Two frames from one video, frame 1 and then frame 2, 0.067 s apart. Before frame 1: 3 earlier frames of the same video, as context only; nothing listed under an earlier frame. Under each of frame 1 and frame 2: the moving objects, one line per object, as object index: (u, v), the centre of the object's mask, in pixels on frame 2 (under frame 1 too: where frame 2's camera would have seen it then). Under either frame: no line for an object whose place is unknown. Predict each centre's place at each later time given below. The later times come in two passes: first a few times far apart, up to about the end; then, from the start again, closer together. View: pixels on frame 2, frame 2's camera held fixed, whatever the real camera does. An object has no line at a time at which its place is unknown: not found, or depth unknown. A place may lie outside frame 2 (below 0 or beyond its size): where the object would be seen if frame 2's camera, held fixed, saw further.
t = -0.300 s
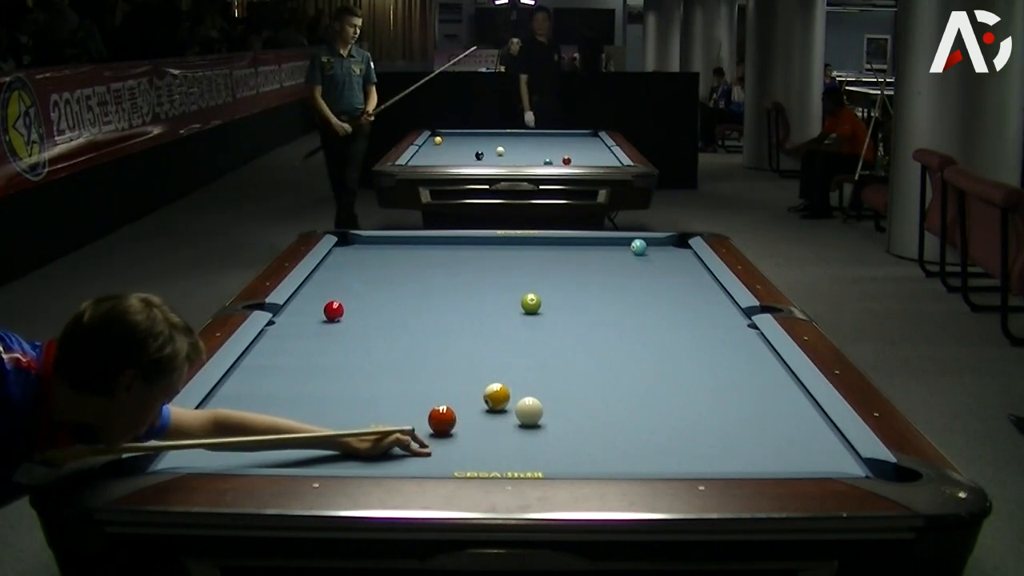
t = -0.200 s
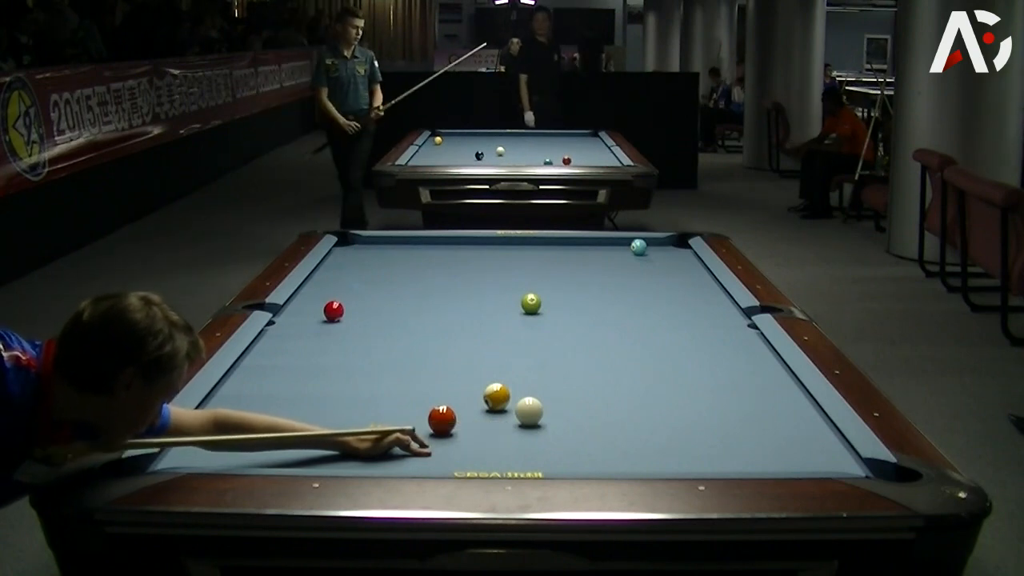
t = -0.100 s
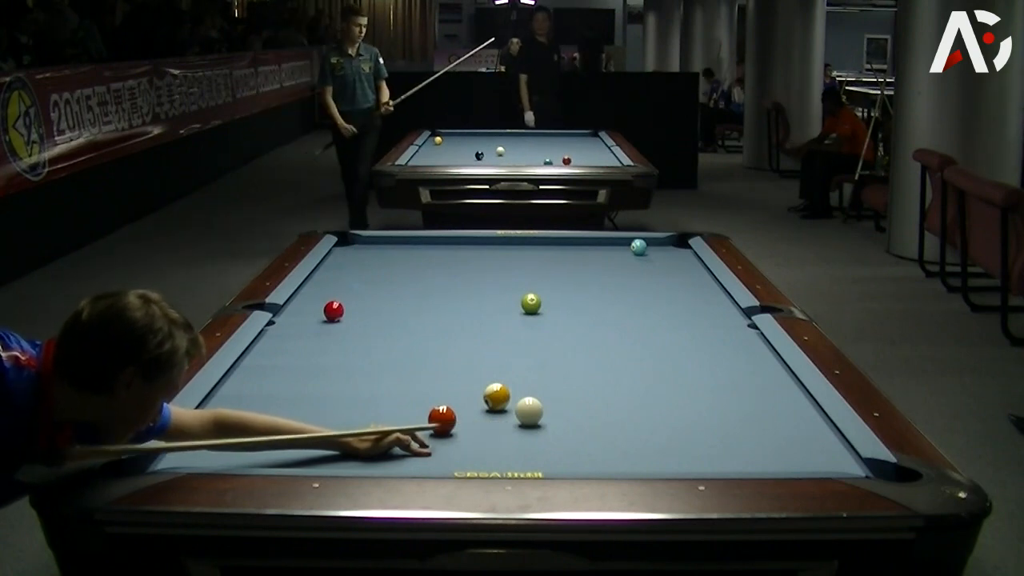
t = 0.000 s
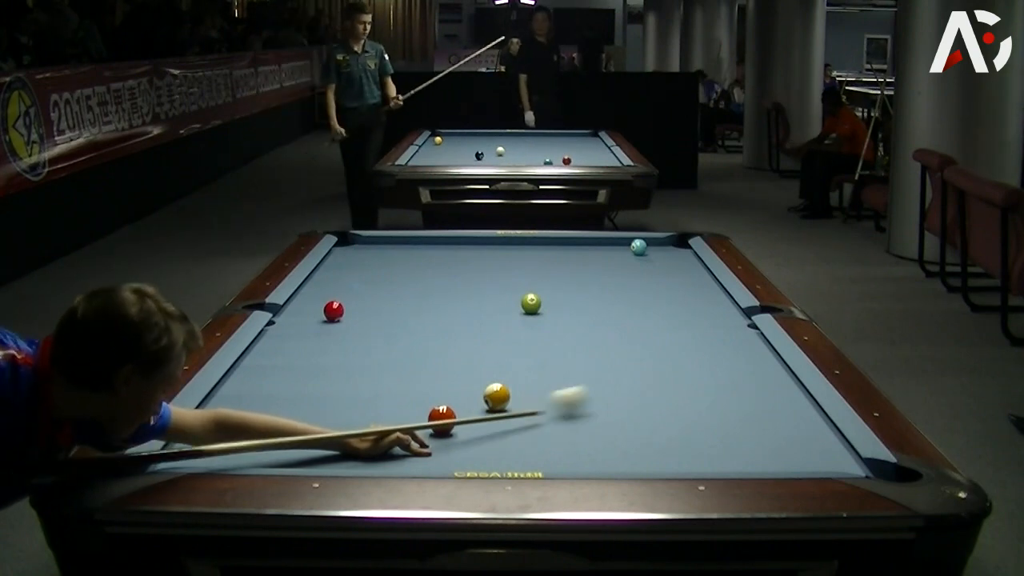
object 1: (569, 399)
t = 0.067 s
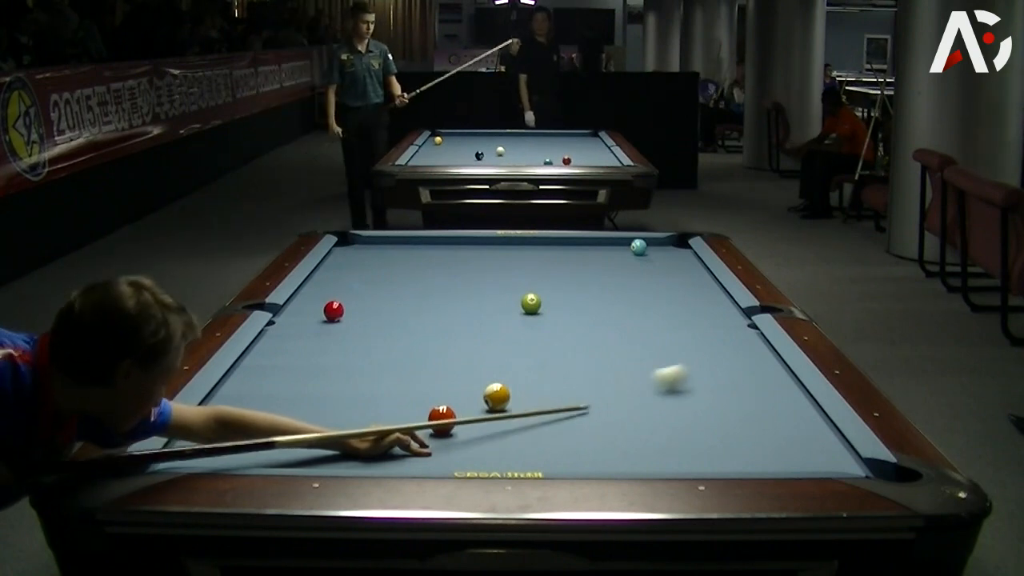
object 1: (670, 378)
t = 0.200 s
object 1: (713, 348)
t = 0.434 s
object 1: (504, 323)
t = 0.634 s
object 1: (374, 307)
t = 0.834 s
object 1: (320, 297)
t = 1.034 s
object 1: (390, 294)
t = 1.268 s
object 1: (451, 290)
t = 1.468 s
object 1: (501, 287)
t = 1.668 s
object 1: (548, 283)
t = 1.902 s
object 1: (600, 280)
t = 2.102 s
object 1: (642, 277)
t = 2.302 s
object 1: (682, 275)
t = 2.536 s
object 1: (688, 273)
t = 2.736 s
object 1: (667, 271)
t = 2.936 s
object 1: (647, 269)
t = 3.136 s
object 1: (627, 268)
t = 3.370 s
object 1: (607, 266)
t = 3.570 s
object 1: (590, 265)
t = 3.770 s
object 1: (575, 264)
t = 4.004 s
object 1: (558, 263)
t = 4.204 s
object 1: (544, 262)
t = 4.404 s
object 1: (532, 261)
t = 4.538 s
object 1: (524, 260)
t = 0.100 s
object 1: (715, 367)
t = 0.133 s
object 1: (755, 357)
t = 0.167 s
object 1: (750, 352)
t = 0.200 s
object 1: (713, 348)
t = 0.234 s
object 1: (680, 344)
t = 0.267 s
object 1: (647, 340)
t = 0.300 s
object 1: (616, 336)
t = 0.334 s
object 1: (586, 333)
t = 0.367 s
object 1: (558, 329)
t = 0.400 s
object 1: (531, 325)
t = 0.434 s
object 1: (504, 323)
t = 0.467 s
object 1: (481, 320)
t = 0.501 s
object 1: (457, 317)
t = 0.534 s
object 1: (435, 314)
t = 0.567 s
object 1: (414, 312)
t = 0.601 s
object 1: (393, 310)
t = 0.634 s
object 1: (374, 307)
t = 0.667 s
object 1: (356, 305)
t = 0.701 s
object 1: (339, 298)
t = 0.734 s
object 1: (319, 300)
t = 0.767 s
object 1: (303, 299)
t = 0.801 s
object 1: (306, 298)
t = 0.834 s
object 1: (320, 297)
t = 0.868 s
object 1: (335, 294)
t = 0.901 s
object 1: (348, 296)
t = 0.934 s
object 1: (360, 295)
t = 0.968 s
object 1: (370, 295)
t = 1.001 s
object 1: (381, 294)
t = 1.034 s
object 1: (390, 294)
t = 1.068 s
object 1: (399, 293)
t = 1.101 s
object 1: (408, 293)
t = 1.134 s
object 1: (417, 292)
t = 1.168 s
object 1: (425, 291)
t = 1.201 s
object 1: (434, 291)
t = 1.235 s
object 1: (443, 290)
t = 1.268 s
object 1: (451, 290)
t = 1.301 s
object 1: (459, 289)
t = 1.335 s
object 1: (468, 289)
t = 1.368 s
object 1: (476, 288)
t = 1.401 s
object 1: (484, 288)
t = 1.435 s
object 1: (492, 287)
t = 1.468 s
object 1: (501, 287)
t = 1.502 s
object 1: (509, 286)
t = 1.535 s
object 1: (516, 285)
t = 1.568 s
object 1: (524, 284)
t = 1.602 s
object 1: (532, 284)
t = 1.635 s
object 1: (540, 284)
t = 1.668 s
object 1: (548, 283)
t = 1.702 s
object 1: (556, 283)
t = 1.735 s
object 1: (563, 282)
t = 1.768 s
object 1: (570, 282)
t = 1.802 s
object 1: (578, 281)
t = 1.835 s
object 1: (585, 281)
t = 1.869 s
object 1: (592, 281)
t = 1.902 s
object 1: (600, 280)
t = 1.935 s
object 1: (607, 280)
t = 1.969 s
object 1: (614, 279)
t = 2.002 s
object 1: (621, 279)
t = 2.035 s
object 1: (628, 278)
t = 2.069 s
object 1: (635, 278)
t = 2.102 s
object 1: (642, 277)
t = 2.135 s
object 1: (649, 277)
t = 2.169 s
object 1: (656, 277)
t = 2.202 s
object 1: (662, 276)
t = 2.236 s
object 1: (669, 276)
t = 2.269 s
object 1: (675, 275)
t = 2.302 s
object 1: (682, 275)
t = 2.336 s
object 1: (689, 275)
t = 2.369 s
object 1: (695, 274)
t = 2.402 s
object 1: (701, 274)
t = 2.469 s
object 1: (696, 273)
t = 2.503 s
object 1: (692, 273)
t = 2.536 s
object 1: (688, 273)
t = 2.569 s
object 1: (684, 272)
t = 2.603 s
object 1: (681, 272)
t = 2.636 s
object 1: (677, 272)
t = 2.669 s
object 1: (674, 272)
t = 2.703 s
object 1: (670, 271)
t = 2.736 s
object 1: (667, 271)
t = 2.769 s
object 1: (663, 271)
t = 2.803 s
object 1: (660, 271)
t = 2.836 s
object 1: (657, 270)
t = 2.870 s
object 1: (653, 270)
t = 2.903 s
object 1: (650, 270)
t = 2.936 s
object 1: (647, 269)
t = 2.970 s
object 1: (643, 269)
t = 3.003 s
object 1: (640, 269)
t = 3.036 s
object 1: (637, 269)
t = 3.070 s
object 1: (634, 268)
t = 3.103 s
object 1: (631, 268)
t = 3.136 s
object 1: (627, 268)
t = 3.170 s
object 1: (624, 268)
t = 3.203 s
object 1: (621, 268)
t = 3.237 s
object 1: (618, 267)
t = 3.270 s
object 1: (615, 267)
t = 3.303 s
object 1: (612, 267)
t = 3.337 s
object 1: (610, 267)
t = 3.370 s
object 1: (607, 266)
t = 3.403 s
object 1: (604, 266)
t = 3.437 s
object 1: (601, 266)
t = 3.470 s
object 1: (598, 266)
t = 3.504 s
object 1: (596, 265)
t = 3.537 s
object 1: (593, 265)
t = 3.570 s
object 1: (590, 265)
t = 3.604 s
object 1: (588, 265)
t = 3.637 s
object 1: (585, 265)
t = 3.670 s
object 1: (582, 264)
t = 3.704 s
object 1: (579, 264)
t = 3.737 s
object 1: (577, 264)
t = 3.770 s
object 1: (575, 264)
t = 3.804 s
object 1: (572, 264)
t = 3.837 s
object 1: (569, 264)
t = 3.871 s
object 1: (567, 264)
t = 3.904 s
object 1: (565, 263)
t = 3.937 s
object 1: (563, 263)
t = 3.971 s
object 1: (560, 263)
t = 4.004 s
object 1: (558, 263)
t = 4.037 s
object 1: (555, 262)
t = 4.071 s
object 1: (553, 262)
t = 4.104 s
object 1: (551, 262)
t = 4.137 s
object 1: (549, 262)
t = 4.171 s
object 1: (546, 262)
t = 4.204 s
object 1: (544, 262)
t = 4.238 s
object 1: (542, 261)
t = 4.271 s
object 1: (540, 261)
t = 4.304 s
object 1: (538, 261)
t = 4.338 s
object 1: (536, 261)
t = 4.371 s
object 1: (534, 261)
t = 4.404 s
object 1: (532, 261)
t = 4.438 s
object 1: (530, 261)
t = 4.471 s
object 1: (528, 261)
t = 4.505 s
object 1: (526, 260)
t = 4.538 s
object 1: (524, 260)
